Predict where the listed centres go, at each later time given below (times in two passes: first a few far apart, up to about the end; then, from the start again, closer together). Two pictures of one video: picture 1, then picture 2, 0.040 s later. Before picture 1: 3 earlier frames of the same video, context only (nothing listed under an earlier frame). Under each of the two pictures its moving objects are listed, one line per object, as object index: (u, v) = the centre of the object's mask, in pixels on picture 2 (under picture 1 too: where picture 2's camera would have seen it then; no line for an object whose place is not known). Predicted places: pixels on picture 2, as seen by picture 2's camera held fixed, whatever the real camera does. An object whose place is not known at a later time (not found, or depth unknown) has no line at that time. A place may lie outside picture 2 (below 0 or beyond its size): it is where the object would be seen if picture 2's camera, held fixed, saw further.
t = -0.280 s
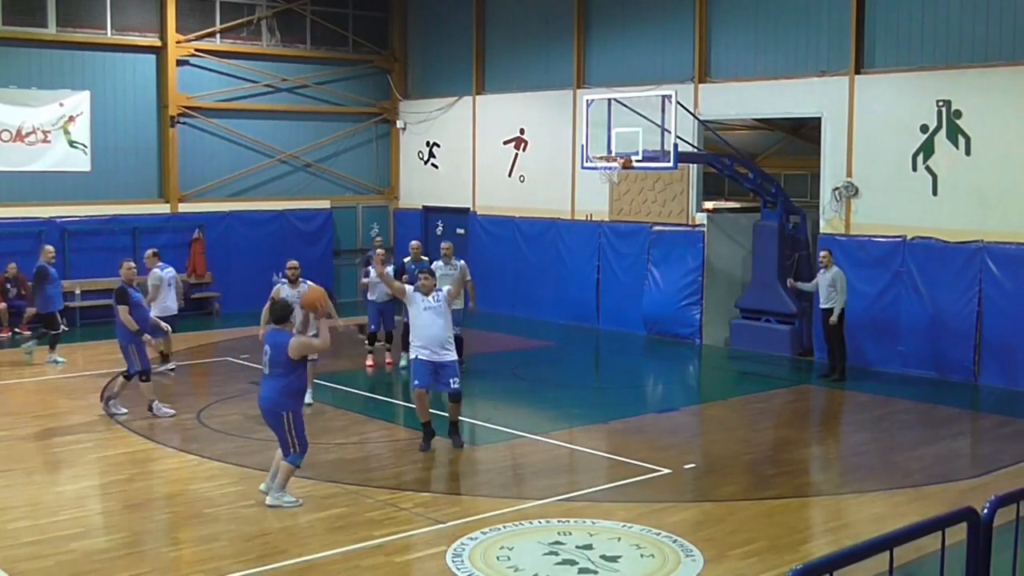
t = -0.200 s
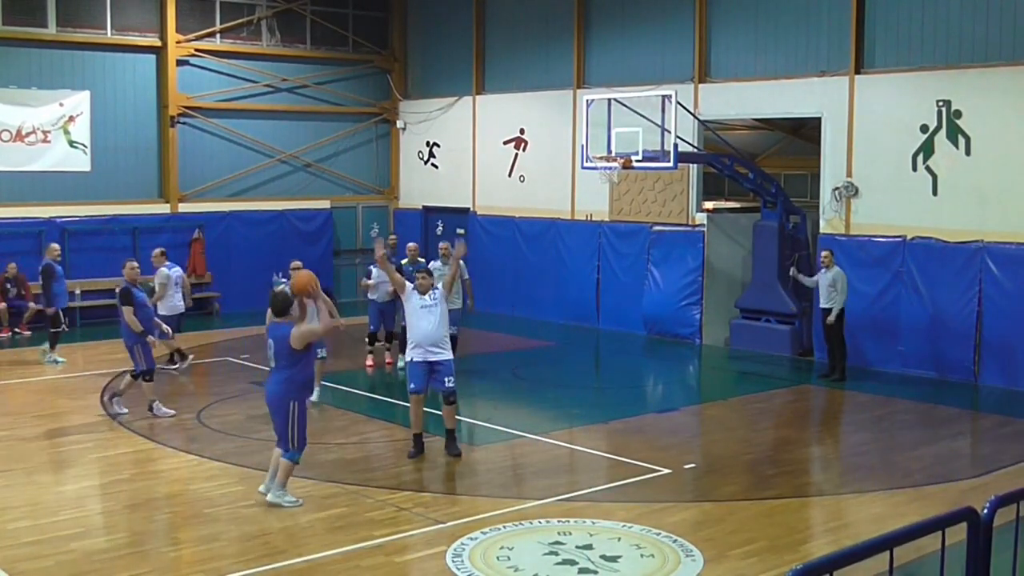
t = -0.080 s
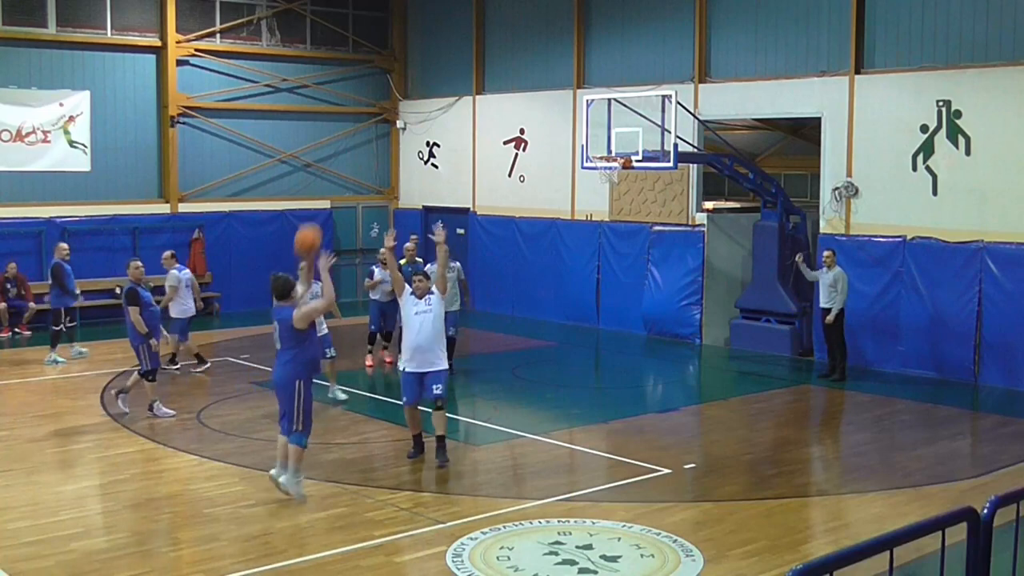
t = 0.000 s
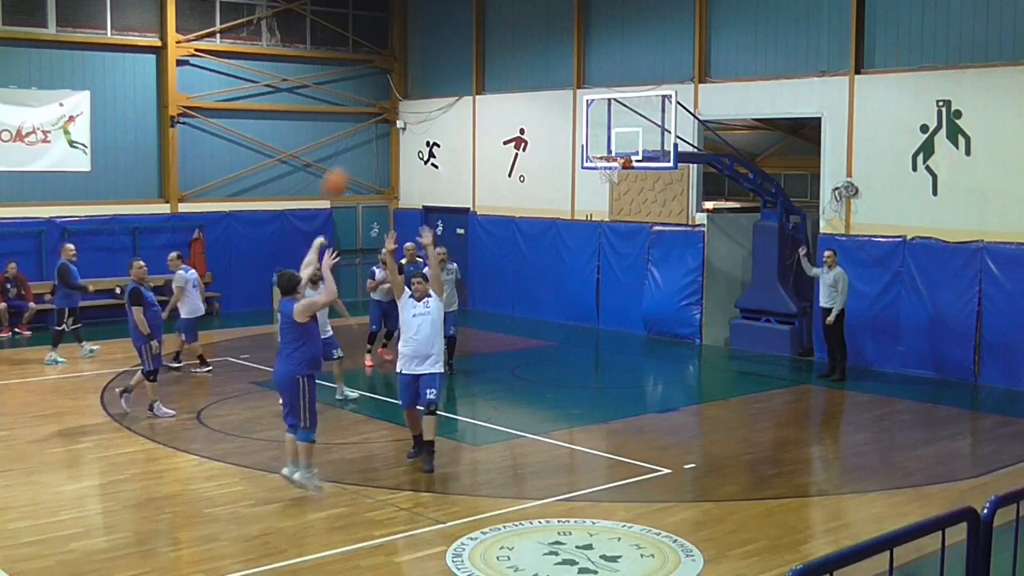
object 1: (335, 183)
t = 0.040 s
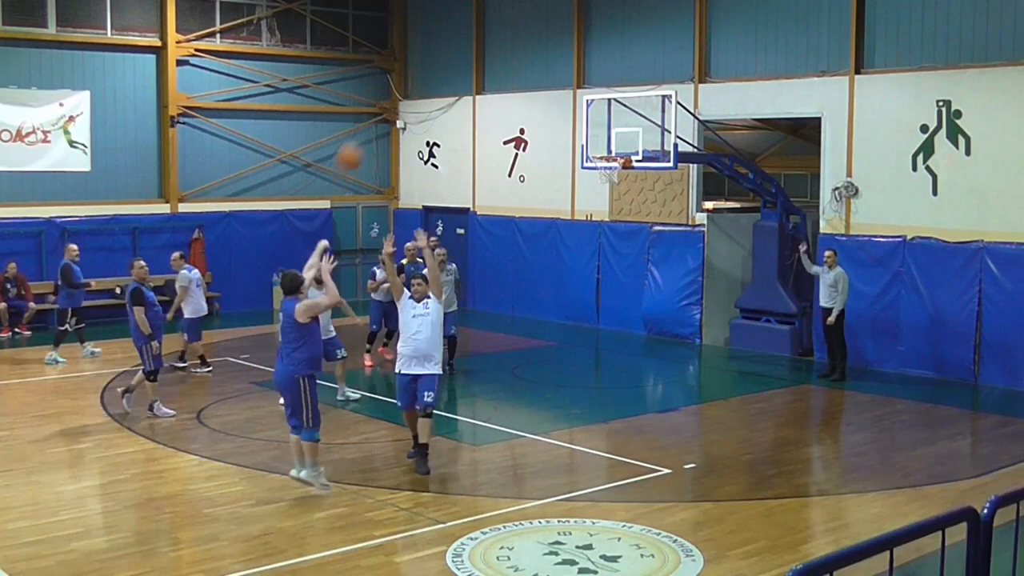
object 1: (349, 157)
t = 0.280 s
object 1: (426, 50)
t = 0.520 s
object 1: (489, 12)
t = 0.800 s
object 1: (549, 31)
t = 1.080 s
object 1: (598, 104)
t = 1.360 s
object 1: (645, 119)
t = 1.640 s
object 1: (698, 101)
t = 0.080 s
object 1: (363, 133)
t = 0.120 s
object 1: (375, 112)
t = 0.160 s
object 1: (389, 94)
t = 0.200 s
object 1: (402, 79)
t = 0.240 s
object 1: (414, 63)
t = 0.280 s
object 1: (426, 50)
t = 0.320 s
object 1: (438, 40)
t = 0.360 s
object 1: (448, 31)
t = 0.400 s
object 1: (459, 24)
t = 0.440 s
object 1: (469, 18)
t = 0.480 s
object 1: (480, 14)
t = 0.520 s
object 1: (489, 12)
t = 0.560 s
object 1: (498, 11)
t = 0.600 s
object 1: (508, 11)
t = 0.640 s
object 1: (516, 13)
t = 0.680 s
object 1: (525, 16)
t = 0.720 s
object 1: (533, 19)
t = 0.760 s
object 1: (541, 25)
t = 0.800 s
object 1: (549, 31)
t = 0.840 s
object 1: (556, 38)
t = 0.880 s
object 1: (563, 47)
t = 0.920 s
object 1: (571, 56)
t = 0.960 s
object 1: (578, 66)
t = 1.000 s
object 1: (585, 78)
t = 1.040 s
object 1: (592, 90)
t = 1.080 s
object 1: (598, 104)
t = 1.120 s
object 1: (605, 118)
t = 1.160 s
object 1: (610, 132)
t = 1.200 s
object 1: (616, 147)
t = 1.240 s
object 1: (623, 144)
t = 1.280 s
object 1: (630, 135)
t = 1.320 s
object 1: (638, 127)
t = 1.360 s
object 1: (645, 119)
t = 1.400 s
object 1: (652, 113)
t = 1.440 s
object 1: (660, 109)
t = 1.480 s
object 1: (668, 105)
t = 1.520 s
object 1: (675, 102)
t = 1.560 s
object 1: (683, 100)
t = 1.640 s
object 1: (698, 101)
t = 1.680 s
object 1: (706, 102)
